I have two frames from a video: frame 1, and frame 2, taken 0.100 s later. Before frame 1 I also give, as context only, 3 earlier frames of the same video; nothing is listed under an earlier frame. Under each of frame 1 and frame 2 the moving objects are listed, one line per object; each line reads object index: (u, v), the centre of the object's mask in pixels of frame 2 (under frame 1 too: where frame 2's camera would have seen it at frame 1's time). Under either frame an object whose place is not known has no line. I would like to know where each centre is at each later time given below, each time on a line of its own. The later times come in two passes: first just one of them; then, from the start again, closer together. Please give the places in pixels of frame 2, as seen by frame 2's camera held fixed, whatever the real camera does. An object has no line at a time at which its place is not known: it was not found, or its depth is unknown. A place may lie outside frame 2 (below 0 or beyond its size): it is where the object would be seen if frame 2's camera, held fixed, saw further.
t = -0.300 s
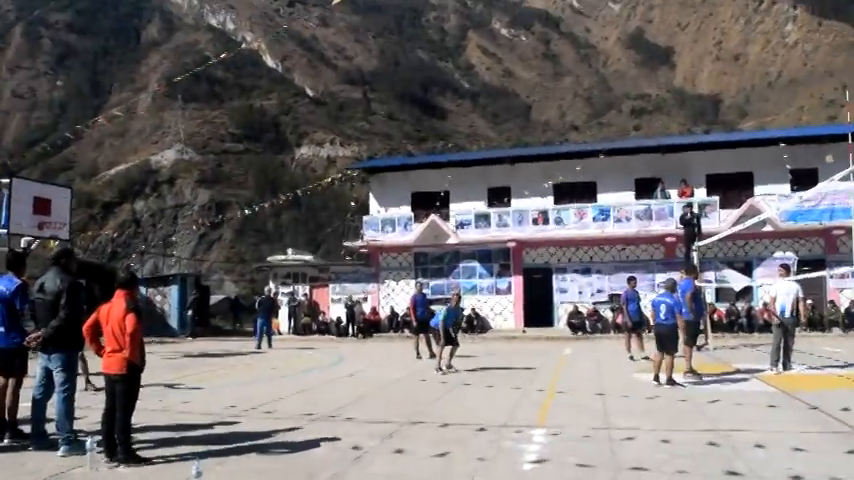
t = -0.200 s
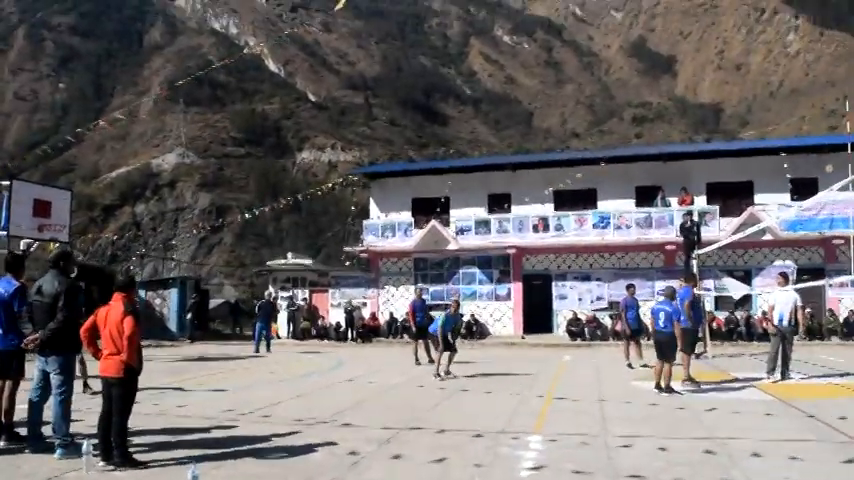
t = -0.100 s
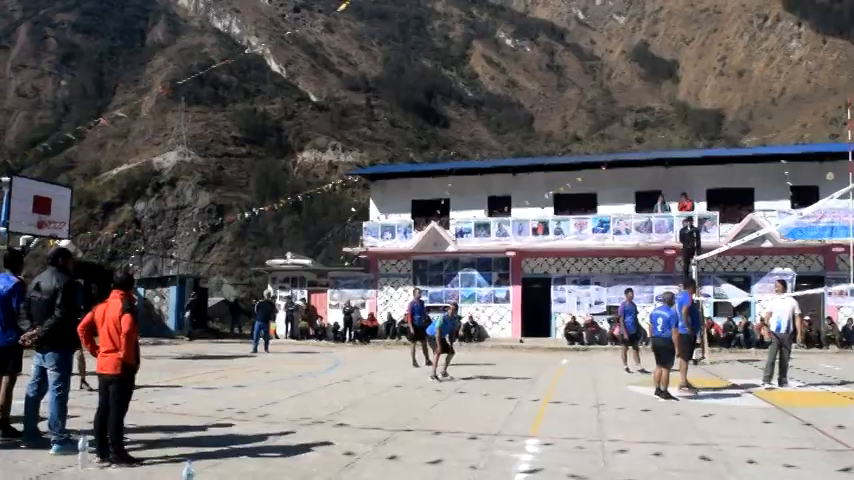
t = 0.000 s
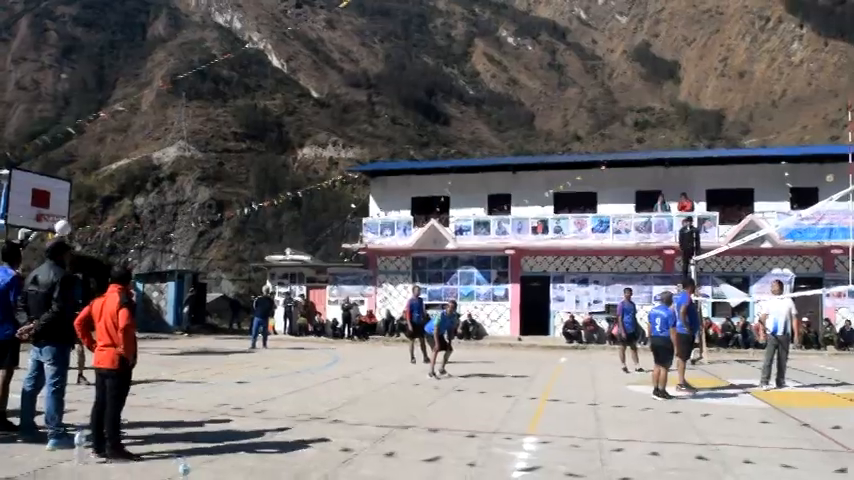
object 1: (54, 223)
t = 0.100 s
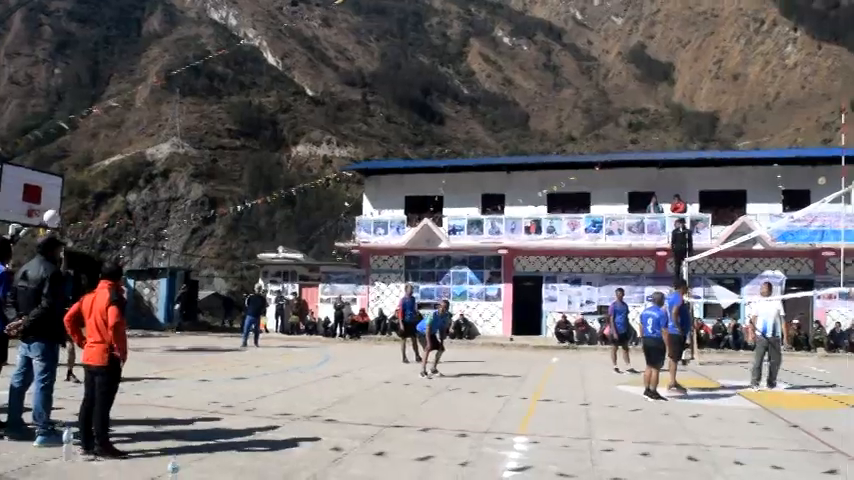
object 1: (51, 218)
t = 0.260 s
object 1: (44, 222)
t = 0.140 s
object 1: (50, 218)
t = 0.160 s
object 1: (50, 218)
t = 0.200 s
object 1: (47, 218)
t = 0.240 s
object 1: (43, 218)
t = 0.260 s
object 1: (44, 222)
